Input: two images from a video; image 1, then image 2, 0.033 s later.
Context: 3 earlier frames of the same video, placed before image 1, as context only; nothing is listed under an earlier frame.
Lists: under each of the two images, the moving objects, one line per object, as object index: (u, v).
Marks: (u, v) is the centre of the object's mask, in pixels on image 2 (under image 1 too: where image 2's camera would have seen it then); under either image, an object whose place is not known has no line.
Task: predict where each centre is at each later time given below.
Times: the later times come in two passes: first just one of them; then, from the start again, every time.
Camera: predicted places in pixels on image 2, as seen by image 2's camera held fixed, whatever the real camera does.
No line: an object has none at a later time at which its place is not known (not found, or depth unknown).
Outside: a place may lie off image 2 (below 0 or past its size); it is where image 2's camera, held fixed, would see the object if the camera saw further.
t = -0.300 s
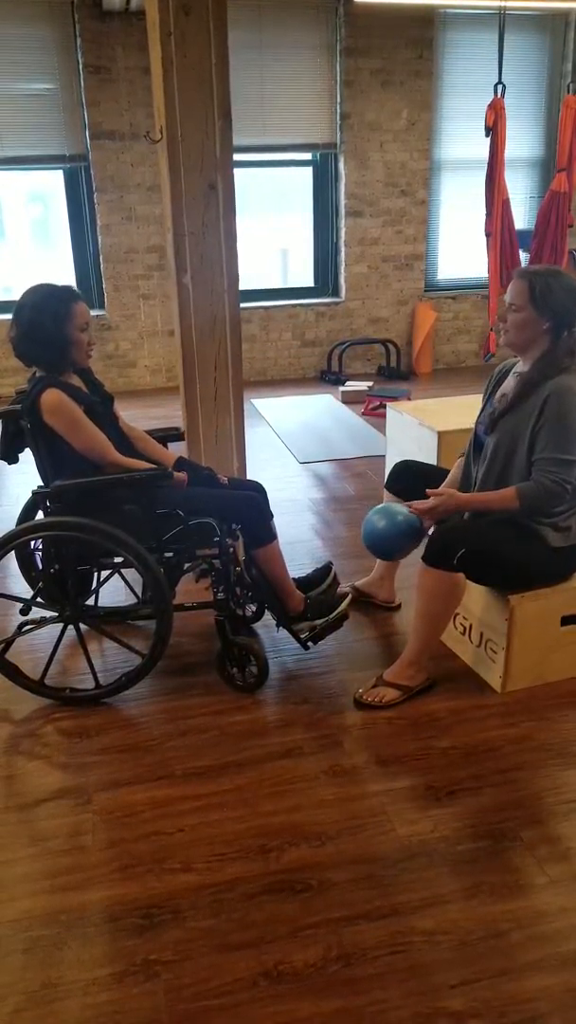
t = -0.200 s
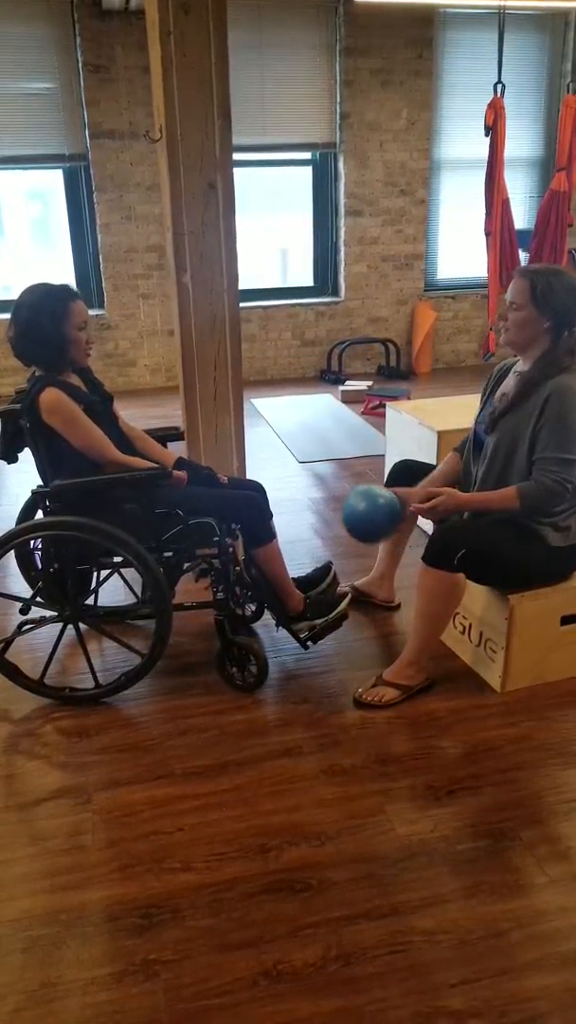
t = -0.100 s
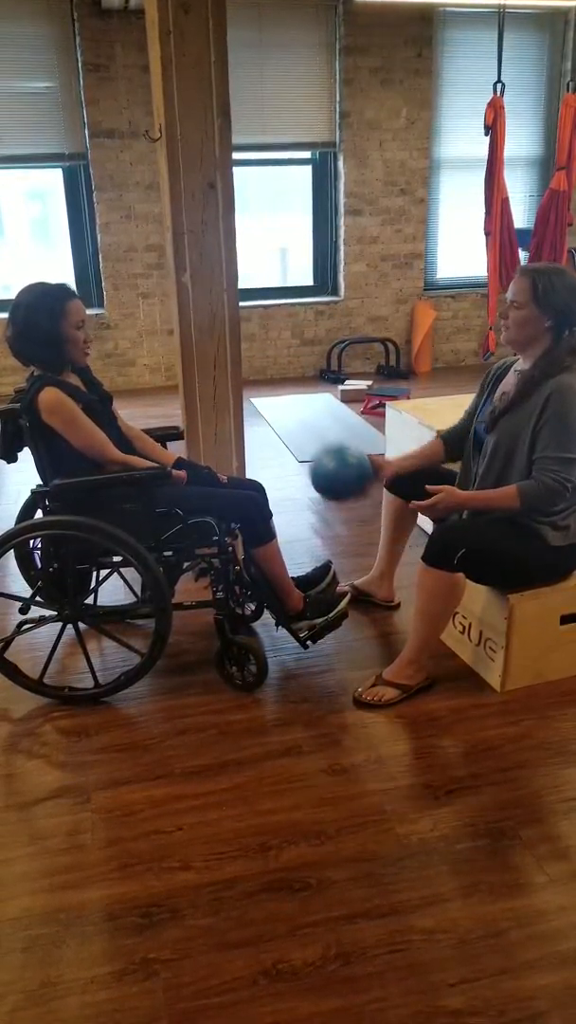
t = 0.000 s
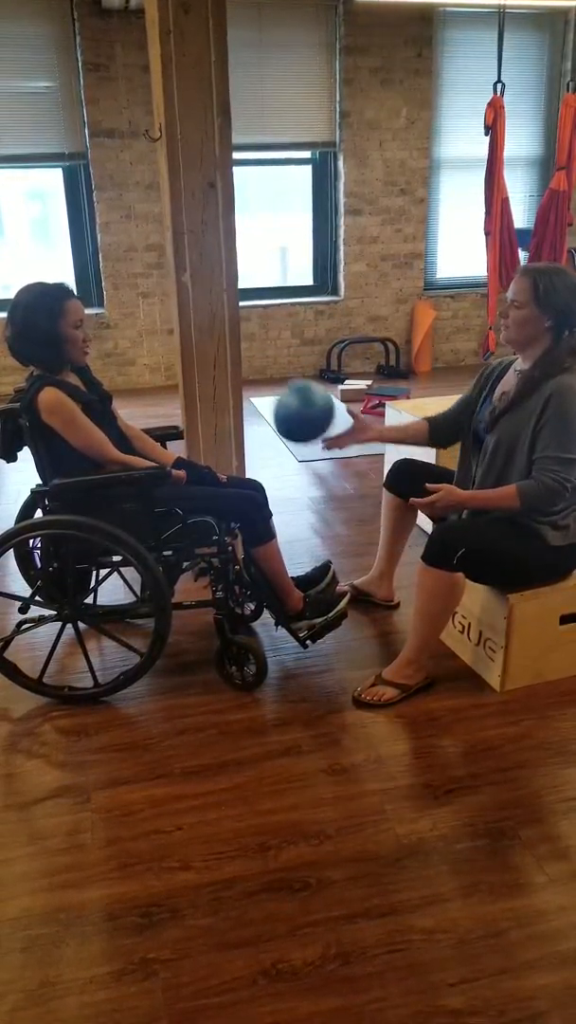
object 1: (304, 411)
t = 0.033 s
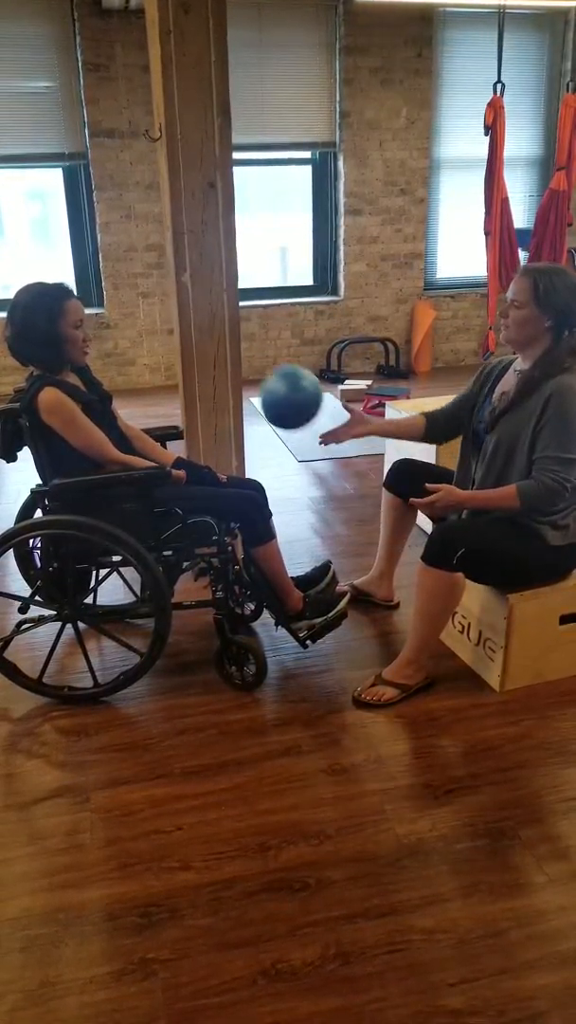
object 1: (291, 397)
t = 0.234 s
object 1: (221, 380)
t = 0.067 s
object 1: (279, 385)
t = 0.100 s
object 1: (267, 377)
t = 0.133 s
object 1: (255, 373)
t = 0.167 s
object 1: (243, 372)
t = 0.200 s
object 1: (232, 374)
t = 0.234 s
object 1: (221, 380)
